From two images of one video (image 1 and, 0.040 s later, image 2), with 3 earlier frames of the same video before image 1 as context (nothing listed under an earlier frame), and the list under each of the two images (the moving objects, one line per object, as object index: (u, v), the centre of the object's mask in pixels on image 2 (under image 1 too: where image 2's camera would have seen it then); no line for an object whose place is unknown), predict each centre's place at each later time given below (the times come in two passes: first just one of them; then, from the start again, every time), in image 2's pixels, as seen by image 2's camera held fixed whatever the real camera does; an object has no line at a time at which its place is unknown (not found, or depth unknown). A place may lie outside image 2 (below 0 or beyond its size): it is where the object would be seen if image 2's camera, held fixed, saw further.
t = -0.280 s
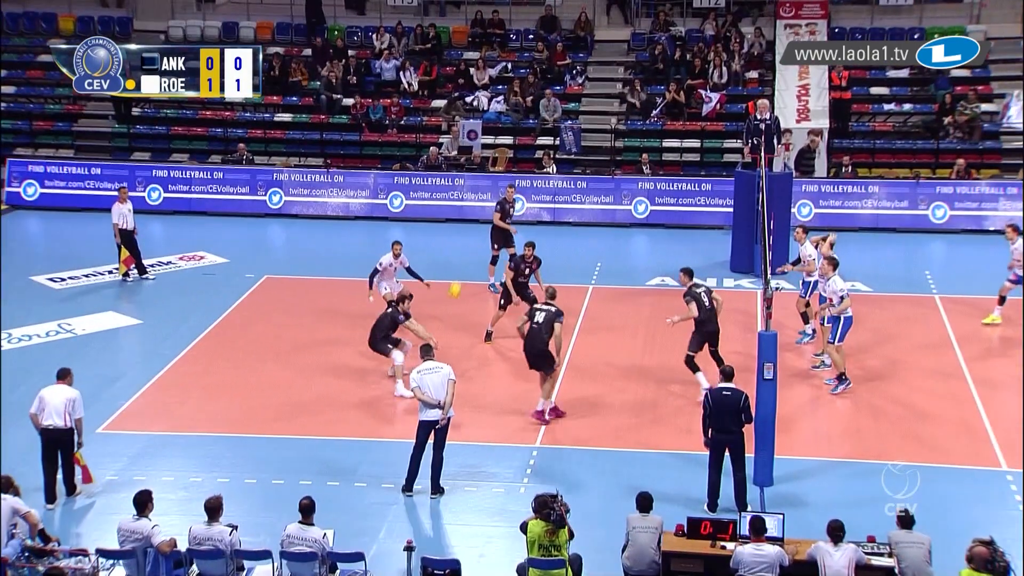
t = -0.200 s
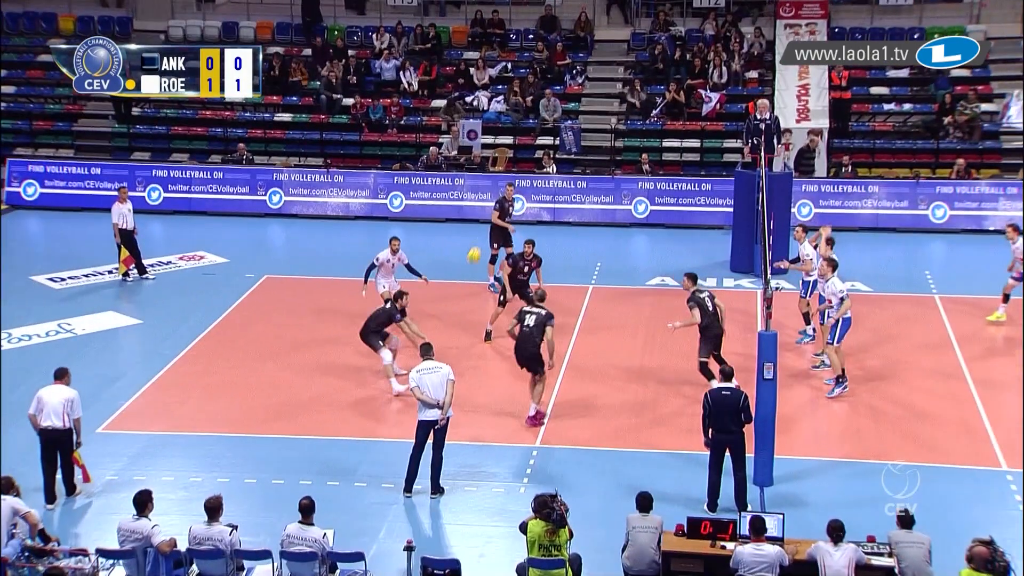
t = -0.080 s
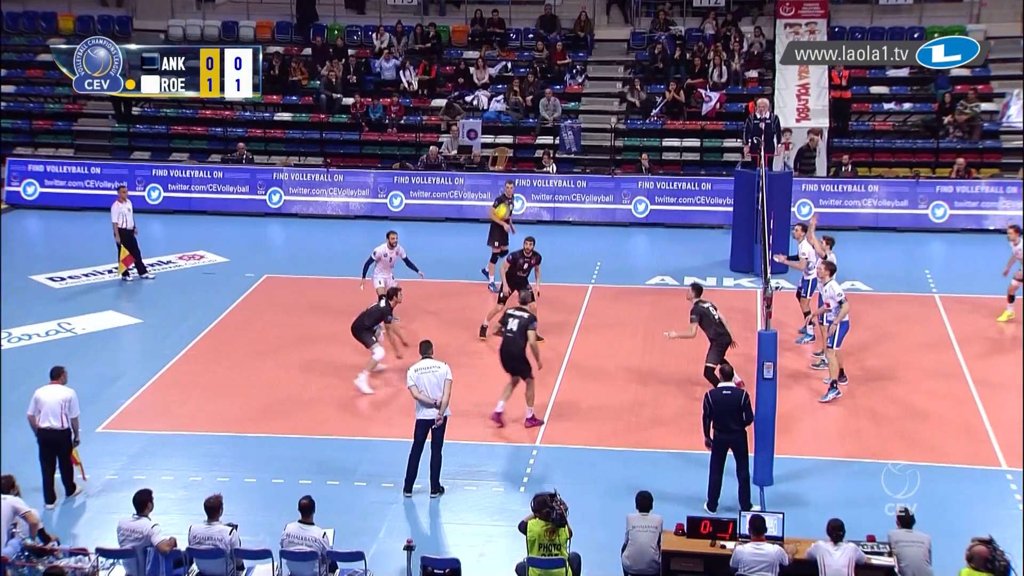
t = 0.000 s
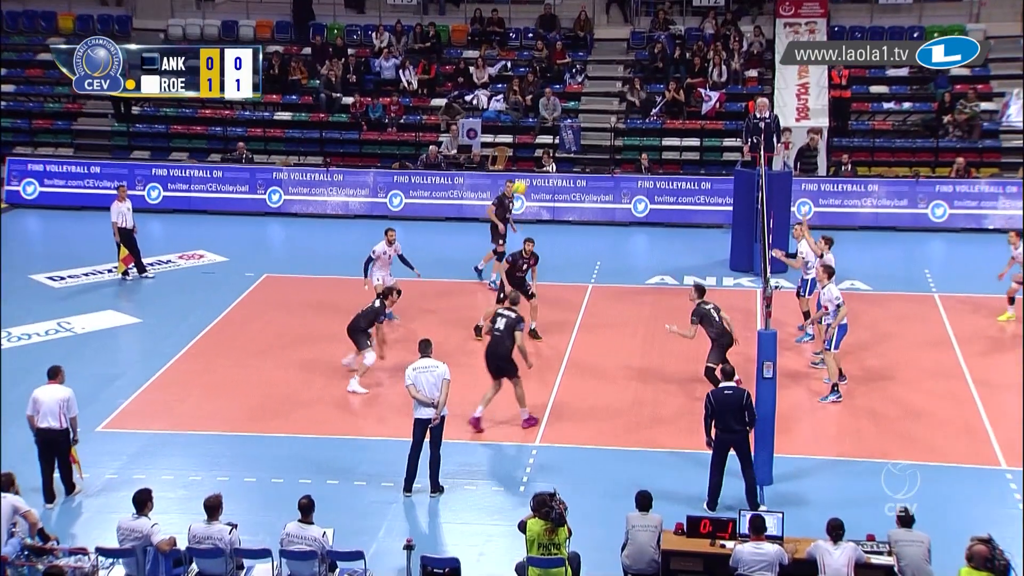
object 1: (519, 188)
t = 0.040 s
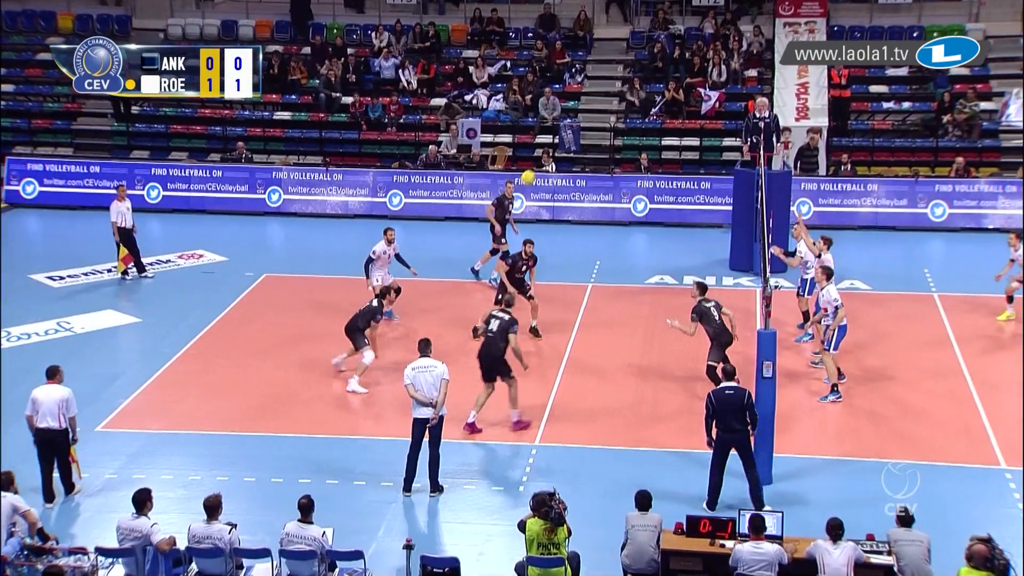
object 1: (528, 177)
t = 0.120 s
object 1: (544, 160)
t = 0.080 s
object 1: (536, 168)
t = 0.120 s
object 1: (544, 160)
